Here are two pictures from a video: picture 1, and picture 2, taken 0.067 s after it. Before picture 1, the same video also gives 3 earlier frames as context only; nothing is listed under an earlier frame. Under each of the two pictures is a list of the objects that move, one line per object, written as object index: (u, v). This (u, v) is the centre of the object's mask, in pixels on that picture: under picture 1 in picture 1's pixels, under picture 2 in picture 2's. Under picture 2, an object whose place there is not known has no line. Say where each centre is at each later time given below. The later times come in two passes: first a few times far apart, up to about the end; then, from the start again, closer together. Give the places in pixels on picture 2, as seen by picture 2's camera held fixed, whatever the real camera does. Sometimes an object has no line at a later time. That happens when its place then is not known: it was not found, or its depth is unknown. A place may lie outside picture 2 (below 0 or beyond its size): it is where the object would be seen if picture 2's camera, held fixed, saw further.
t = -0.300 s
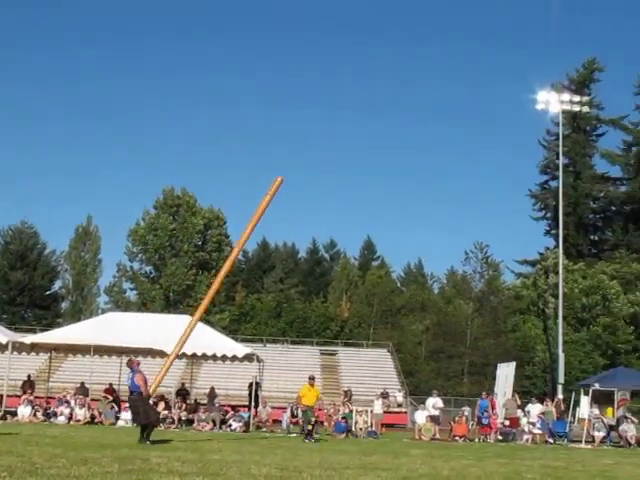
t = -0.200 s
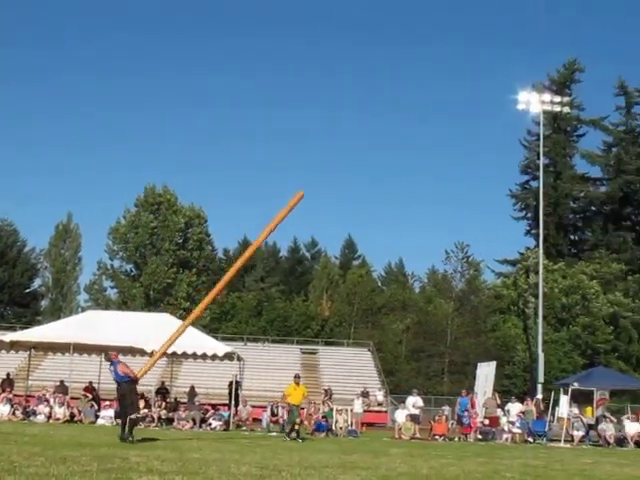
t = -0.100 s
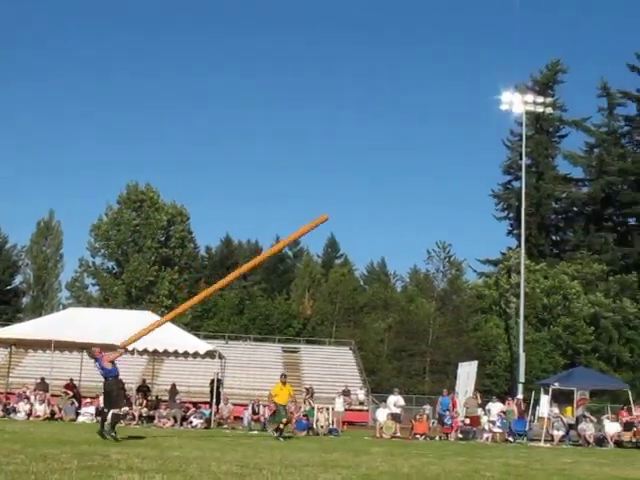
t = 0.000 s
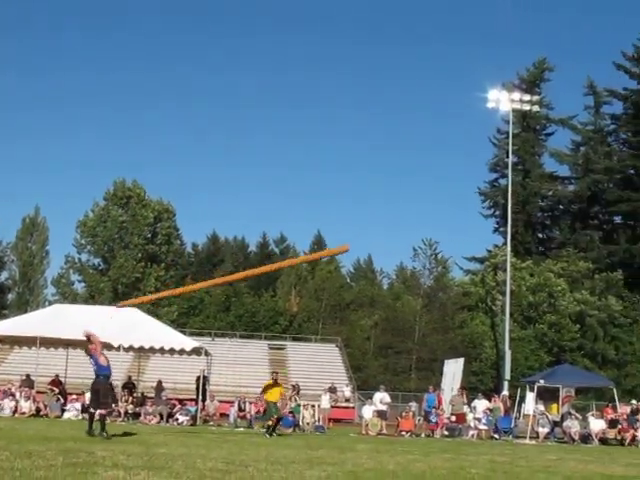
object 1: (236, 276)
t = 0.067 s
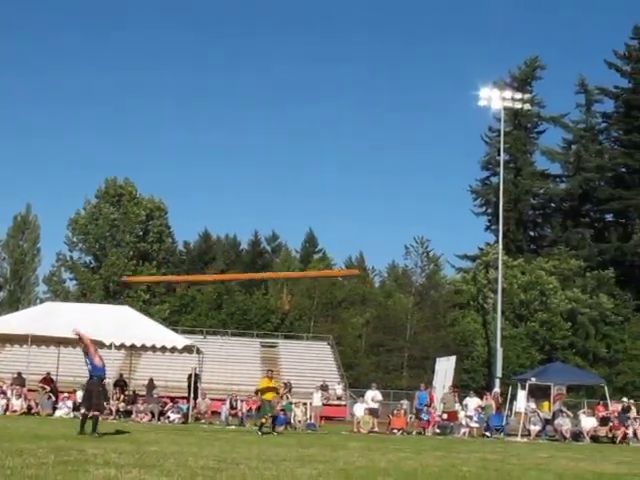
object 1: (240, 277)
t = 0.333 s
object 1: (308, 304)
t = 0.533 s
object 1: (351, 331)
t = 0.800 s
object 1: (390, 324)
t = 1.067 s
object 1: (424, 331)
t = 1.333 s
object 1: (450, 342)
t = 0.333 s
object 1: (308, 304)
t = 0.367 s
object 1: (314, 308)
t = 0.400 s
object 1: (322, 314)
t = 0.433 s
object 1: (329, 321)
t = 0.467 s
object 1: (339, 331)
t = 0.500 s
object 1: (346, 334)
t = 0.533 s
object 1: (351, 331)
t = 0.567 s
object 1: (356, 330)
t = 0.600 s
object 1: (361, 327)
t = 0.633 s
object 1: (366, 326)
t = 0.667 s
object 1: (371, 325)
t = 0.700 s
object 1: (376, 322)
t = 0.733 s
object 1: (381, 324)
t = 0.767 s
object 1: (385, 323)
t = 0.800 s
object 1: (390, 324)
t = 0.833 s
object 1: (394, 324)
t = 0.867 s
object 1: (399, 325)
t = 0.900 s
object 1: (404, 329)
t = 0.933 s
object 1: (408, 327)
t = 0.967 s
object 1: (412, 329)
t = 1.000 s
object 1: (415, 329)
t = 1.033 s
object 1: (420, 330)
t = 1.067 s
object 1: (424, 331)
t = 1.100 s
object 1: (427, 331)
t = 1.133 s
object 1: (431, 330)
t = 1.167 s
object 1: (435, 332)
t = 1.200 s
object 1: (438, 332)
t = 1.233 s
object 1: (442, 334)
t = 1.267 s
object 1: (445, 337)
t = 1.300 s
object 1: (447, 340)
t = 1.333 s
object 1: (450, 342)
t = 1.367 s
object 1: (453, 342)
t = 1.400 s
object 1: (455, 346)
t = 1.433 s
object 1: (459, 345)
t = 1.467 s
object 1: (463, 346)
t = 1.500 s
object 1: (467, 348)
